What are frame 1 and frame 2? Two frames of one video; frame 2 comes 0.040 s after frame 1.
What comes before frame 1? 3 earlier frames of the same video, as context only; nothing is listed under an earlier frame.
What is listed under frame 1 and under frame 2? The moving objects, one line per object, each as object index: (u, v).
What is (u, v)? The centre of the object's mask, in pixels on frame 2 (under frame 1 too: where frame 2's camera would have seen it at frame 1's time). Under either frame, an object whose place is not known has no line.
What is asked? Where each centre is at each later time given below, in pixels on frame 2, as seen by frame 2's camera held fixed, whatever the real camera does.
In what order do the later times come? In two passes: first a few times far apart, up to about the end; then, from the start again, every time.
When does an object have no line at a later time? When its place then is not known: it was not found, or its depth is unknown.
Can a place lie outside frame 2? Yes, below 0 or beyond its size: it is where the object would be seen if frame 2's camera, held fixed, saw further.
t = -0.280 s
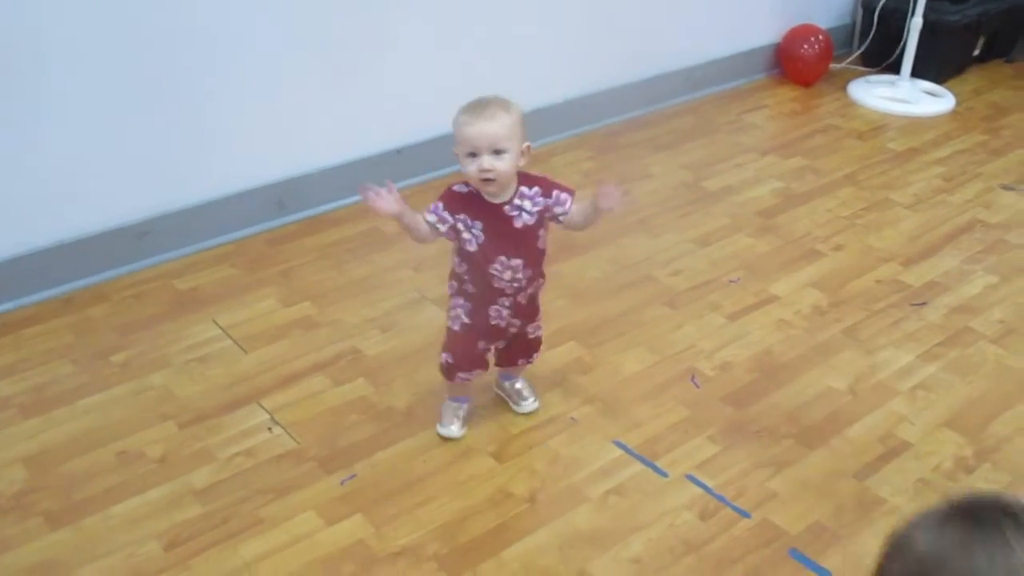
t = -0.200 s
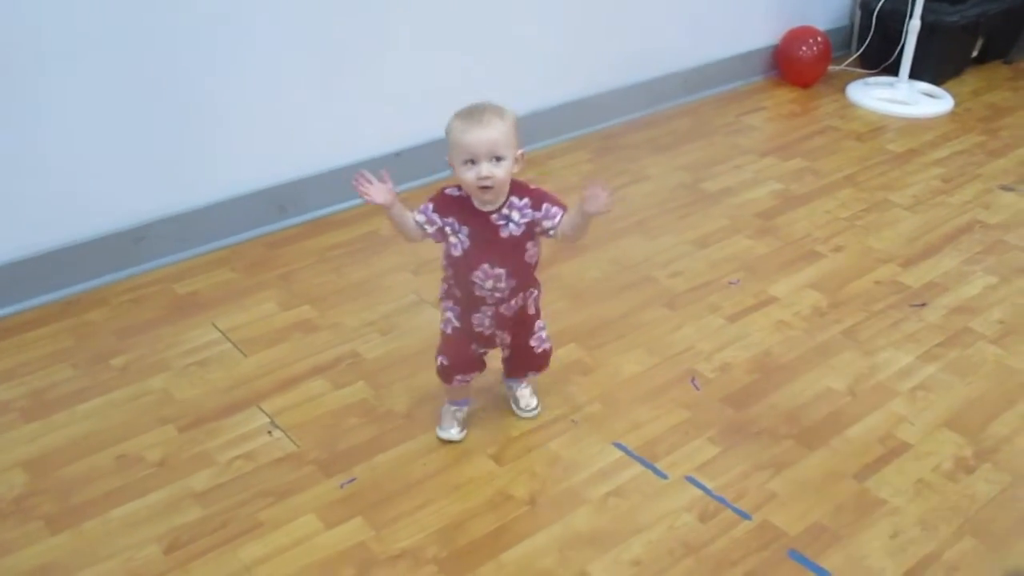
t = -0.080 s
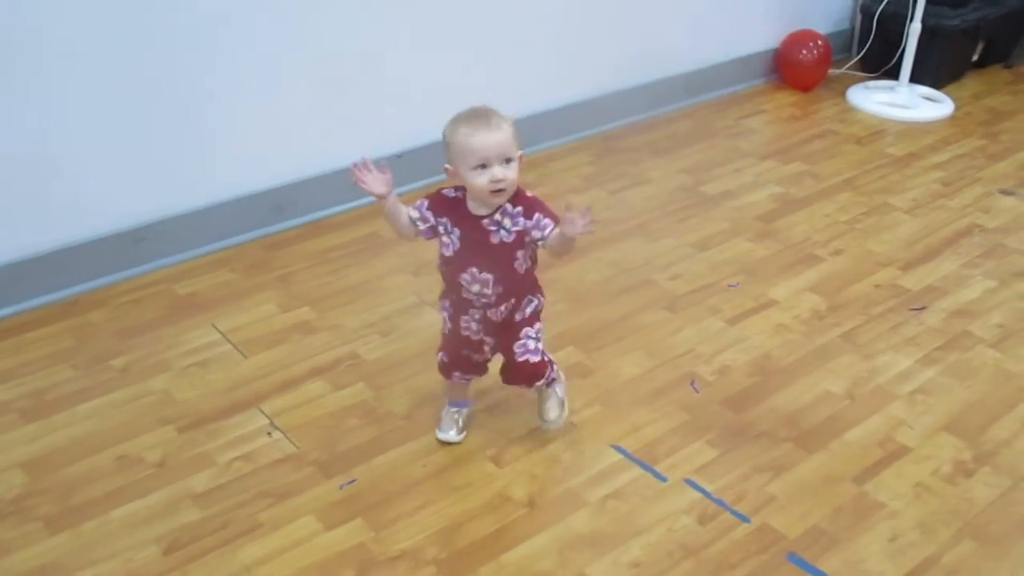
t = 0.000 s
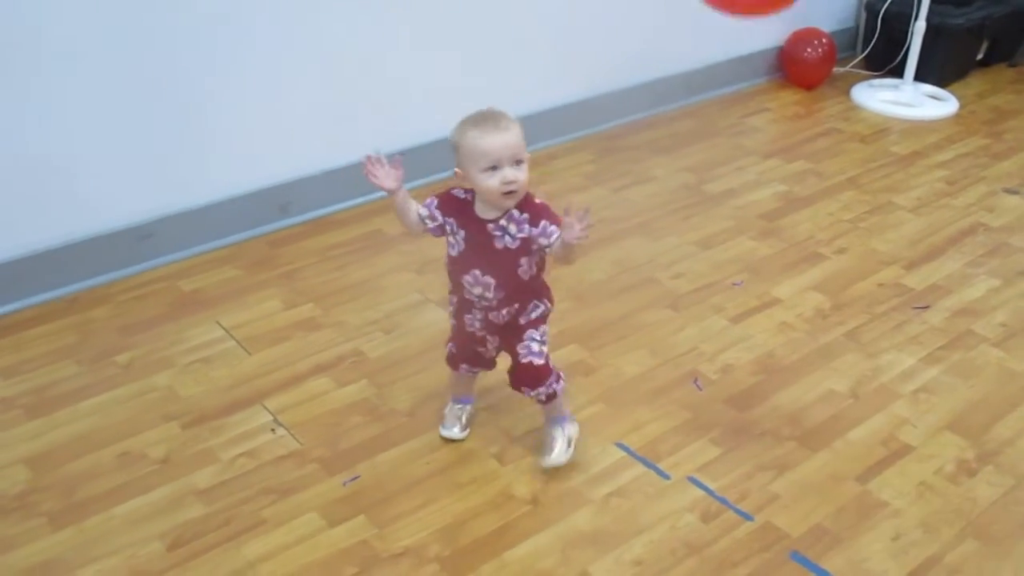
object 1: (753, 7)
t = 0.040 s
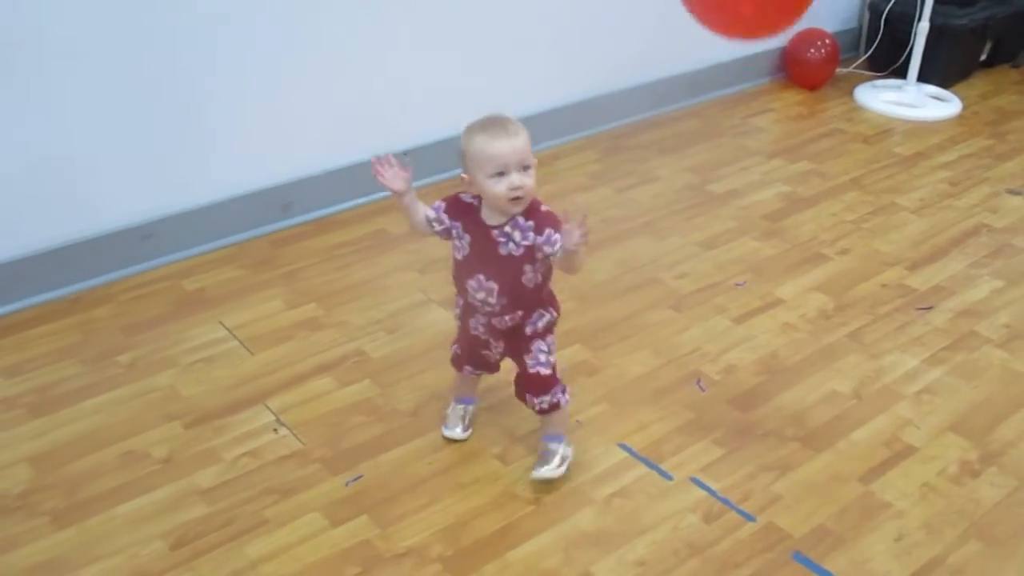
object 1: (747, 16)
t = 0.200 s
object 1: (721, 62)
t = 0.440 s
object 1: (675, 180)
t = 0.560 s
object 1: (642, 231)
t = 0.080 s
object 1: (741, 26)
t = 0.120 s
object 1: (735, 37)
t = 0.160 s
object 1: (728, 48)
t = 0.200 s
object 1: (721, 62)
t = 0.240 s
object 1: (714, 84)
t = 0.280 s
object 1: (708, 105)
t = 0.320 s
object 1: (701, 124)
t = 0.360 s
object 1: (694, 143)
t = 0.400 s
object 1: (685, 162)
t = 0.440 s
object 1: (675, 180)
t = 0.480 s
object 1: (664, 197)
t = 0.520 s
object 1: (653, 214)
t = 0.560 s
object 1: (642, 231)
